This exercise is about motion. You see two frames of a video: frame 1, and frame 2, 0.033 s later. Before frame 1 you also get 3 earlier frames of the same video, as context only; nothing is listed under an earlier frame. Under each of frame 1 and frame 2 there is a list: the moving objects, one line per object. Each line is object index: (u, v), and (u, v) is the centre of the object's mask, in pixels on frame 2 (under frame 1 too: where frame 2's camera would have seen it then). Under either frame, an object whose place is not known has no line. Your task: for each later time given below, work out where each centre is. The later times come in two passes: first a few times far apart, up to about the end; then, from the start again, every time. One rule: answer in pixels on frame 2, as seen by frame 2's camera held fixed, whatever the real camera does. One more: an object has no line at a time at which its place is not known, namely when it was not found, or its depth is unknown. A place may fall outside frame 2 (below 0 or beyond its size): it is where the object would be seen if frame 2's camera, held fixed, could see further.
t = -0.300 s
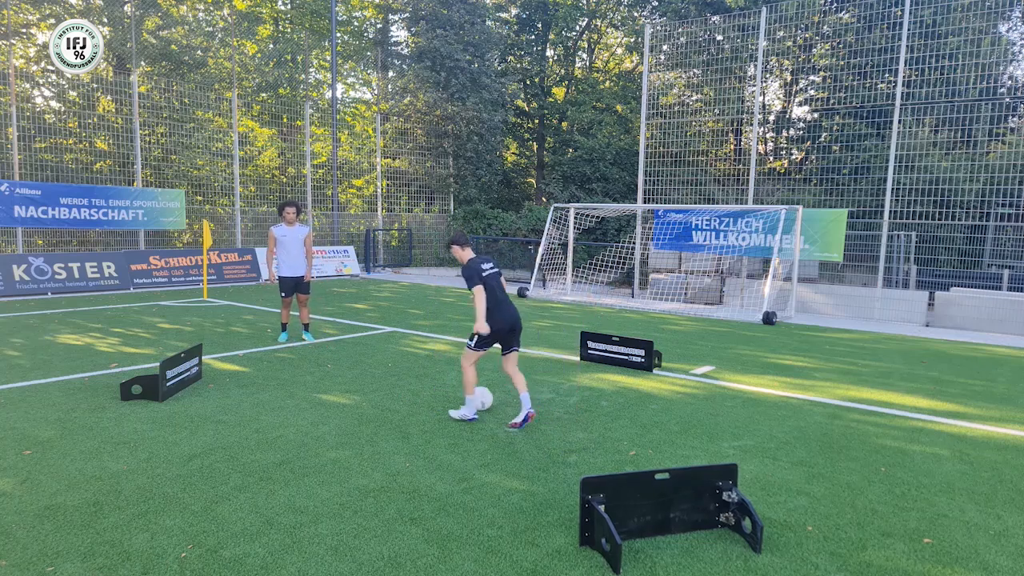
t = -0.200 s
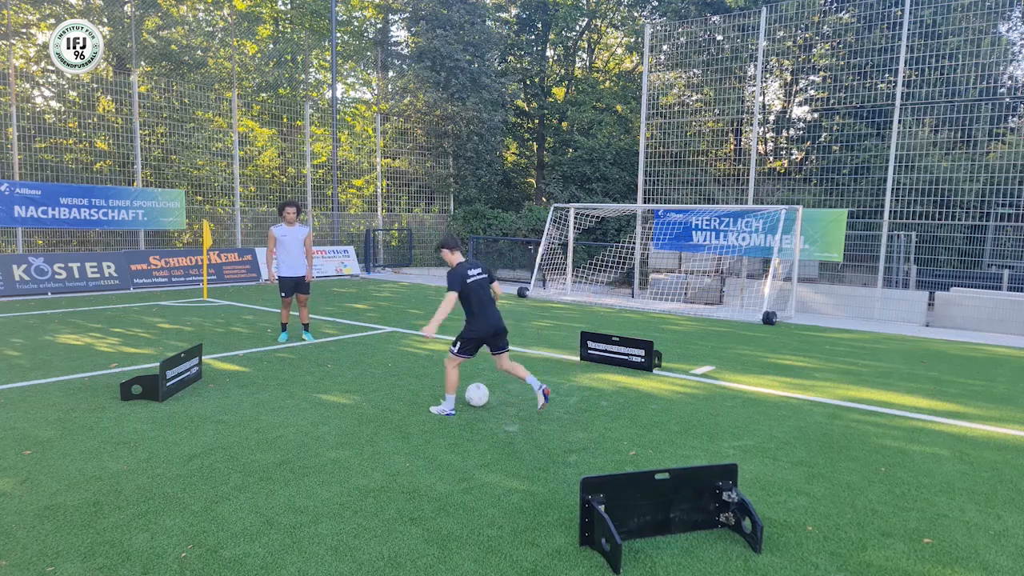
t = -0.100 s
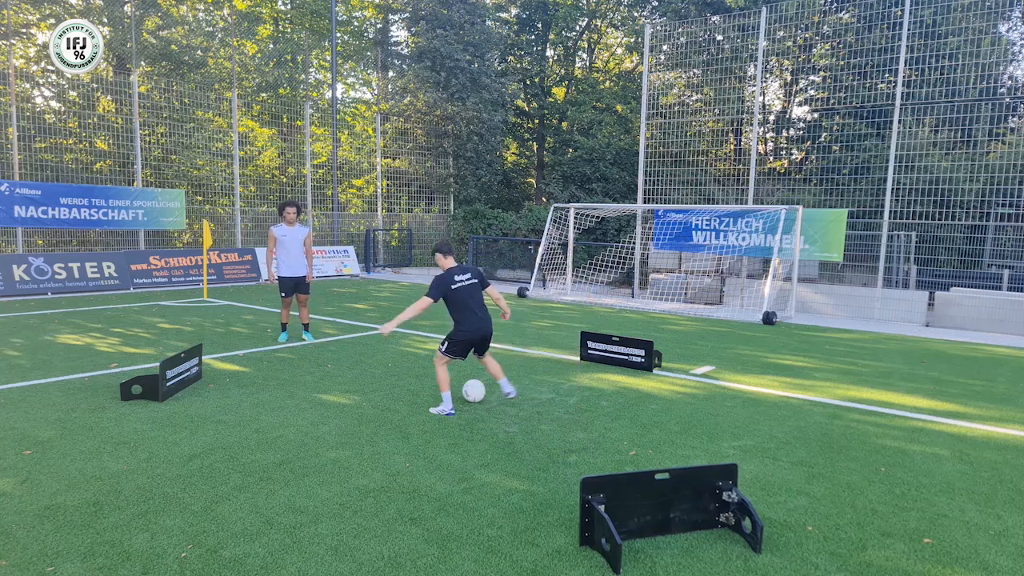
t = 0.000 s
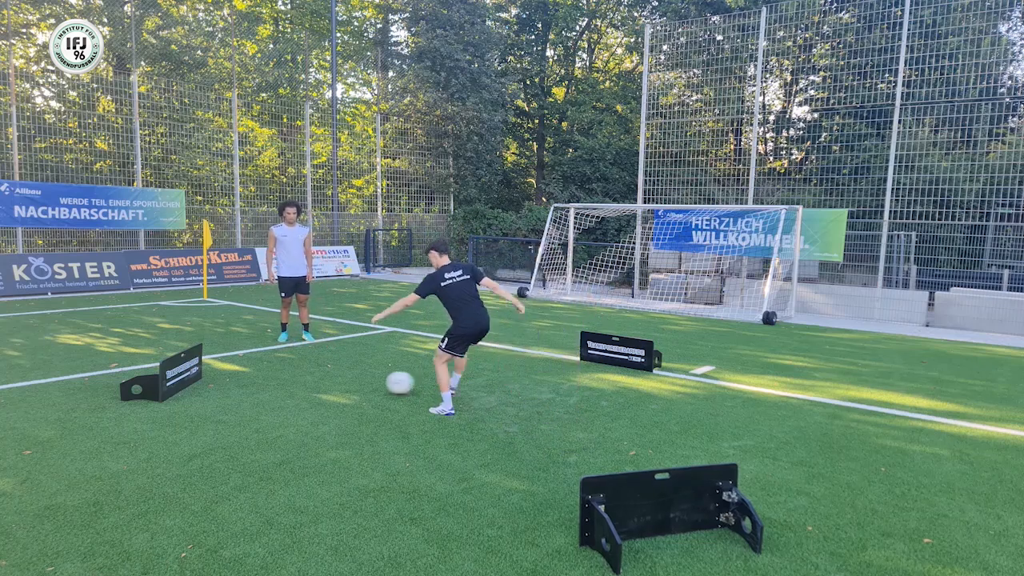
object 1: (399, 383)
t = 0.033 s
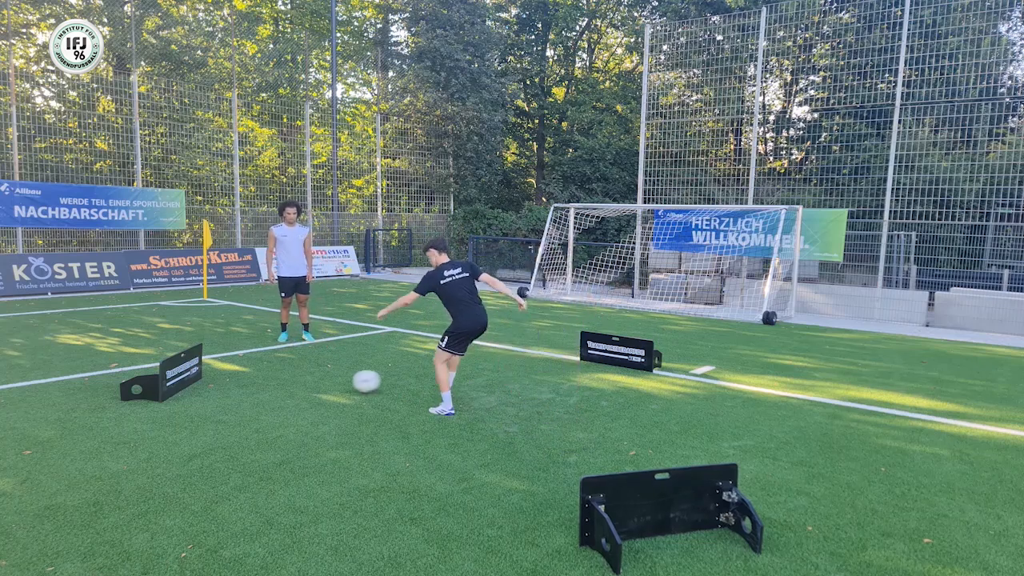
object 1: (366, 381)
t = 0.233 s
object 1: (212, 371)
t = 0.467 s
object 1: (335, 365)
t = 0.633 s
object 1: (396, 362)
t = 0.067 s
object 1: (333, 381)
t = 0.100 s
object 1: (303, 378)
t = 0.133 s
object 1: (275, 375)
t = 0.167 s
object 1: (248, 373)
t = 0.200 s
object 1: (220, 372)
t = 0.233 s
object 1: (212, 371)
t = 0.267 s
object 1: (233, 370)
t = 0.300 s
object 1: (254, 369)
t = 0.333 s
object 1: (271, 368)
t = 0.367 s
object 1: (289, 367)
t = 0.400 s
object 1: (306, 367)
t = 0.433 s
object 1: (321, 366)
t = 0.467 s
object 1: (335, 365)
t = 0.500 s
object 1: (348, 364)
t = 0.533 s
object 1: (361, 364)
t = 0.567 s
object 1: (373, 363)
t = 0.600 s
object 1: (385, 362)
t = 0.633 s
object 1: (396, 362)
